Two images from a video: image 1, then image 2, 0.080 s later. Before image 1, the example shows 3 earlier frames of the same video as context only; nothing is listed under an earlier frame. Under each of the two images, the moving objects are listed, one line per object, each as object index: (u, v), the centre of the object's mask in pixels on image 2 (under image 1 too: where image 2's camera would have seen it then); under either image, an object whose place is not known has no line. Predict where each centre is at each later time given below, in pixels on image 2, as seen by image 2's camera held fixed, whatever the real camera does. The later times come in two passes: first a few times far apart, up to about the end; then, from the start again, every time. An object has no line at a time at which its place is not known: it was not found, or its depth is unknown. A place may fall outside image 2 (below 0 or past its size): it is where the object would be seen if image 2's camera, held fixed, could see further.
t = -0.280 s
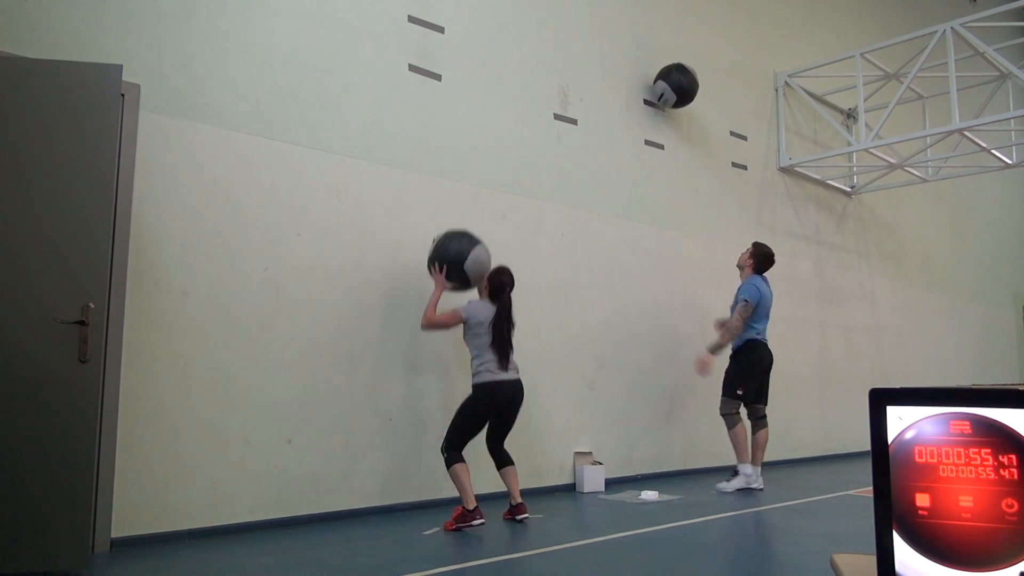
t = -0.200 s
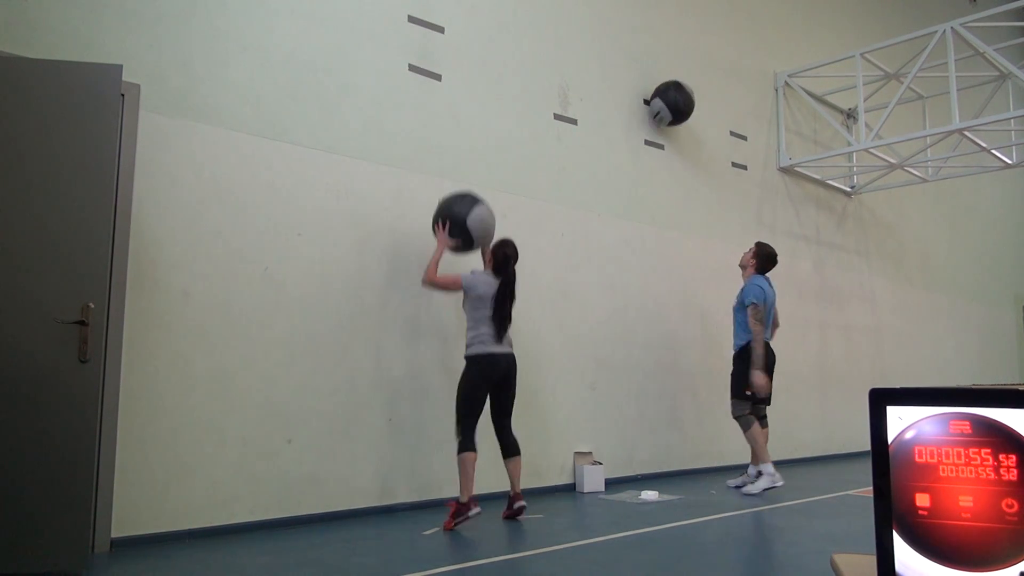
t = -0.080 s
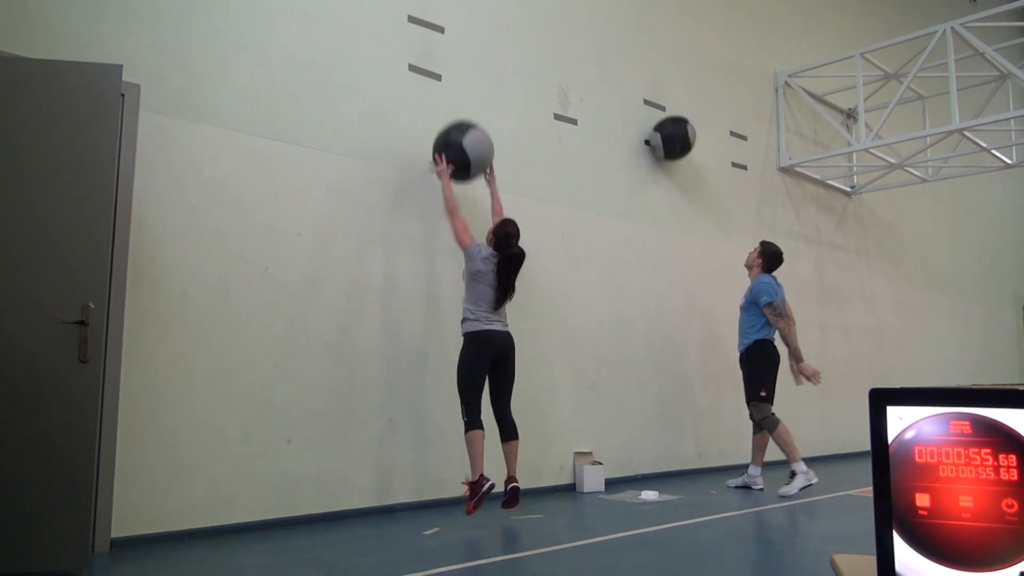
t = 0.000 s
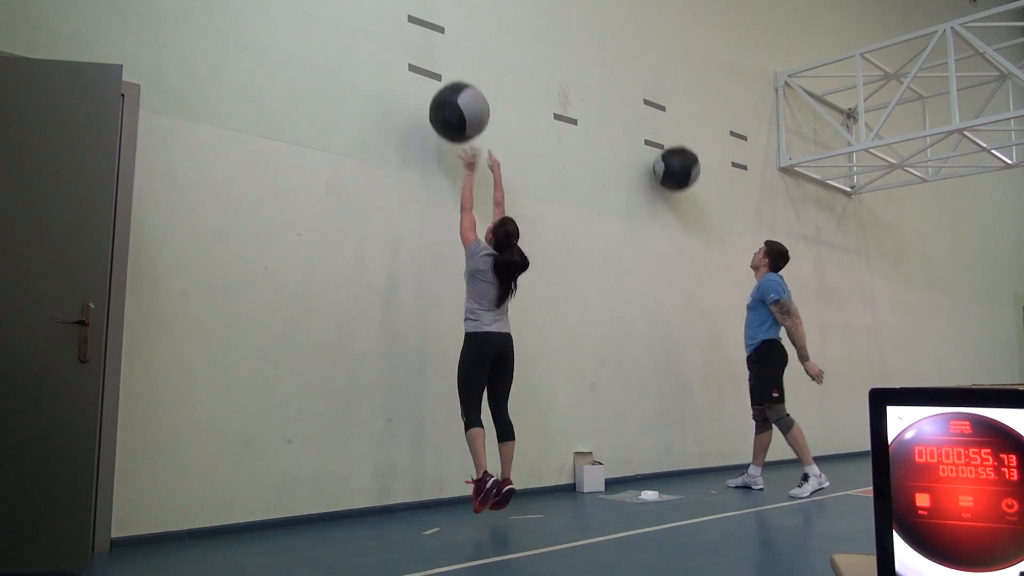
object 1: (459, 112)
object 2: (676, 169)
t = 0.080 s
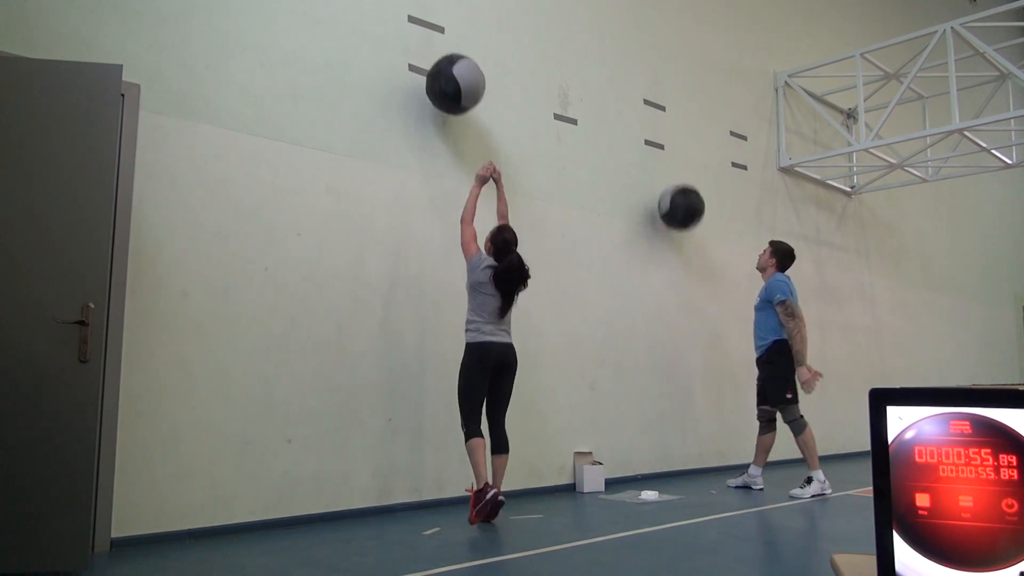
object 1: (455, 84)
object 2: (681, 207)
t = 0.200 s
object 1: (449, 61)
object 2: (688, 283)
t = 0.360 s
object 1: (457, 60)
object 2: (698, 422)
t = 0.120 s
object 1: (453, 74)
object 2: (683, 229)
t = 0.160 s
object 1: (451, 66)
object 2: (686, 255)
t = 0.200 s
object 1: (449, 61)
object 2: (688, 283)
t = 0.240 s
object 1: (450, 58)
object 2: (691, 314)
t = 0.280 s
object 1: (452, 57)
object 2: (693, 347)
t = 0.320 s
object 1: (455, 57)
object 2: (696, 383)
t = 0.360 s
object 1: (457, 60)
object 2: (698, 422)
